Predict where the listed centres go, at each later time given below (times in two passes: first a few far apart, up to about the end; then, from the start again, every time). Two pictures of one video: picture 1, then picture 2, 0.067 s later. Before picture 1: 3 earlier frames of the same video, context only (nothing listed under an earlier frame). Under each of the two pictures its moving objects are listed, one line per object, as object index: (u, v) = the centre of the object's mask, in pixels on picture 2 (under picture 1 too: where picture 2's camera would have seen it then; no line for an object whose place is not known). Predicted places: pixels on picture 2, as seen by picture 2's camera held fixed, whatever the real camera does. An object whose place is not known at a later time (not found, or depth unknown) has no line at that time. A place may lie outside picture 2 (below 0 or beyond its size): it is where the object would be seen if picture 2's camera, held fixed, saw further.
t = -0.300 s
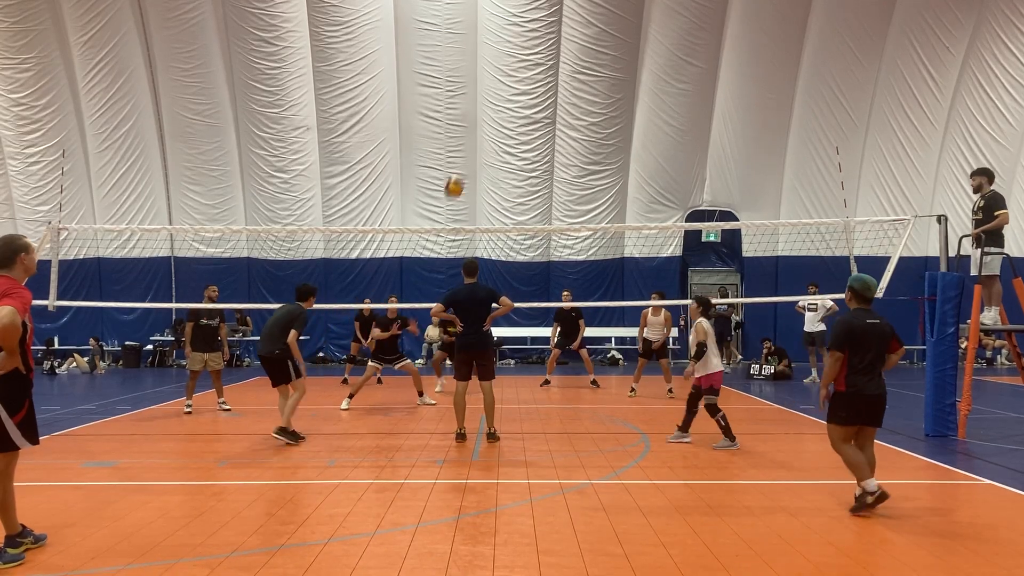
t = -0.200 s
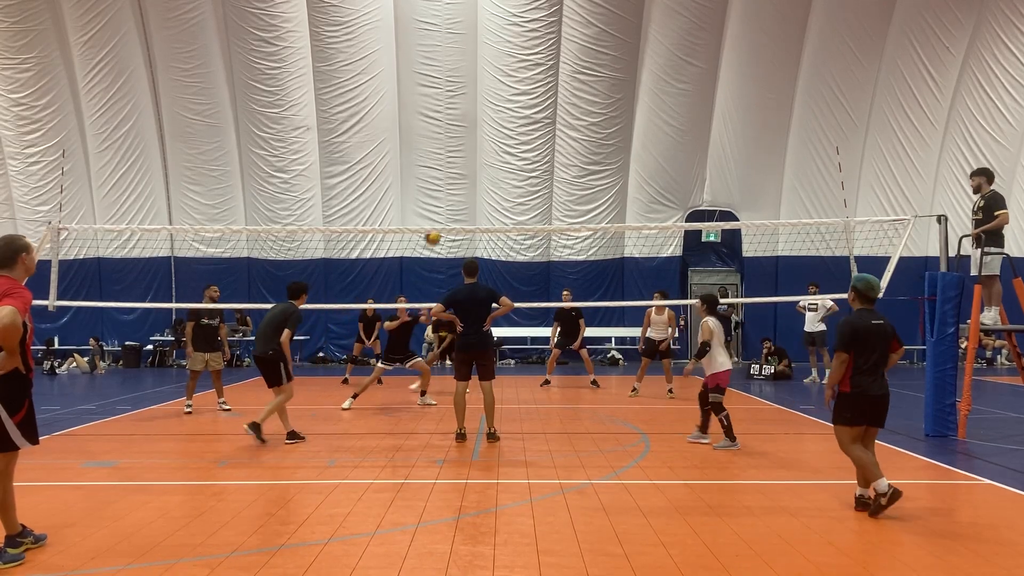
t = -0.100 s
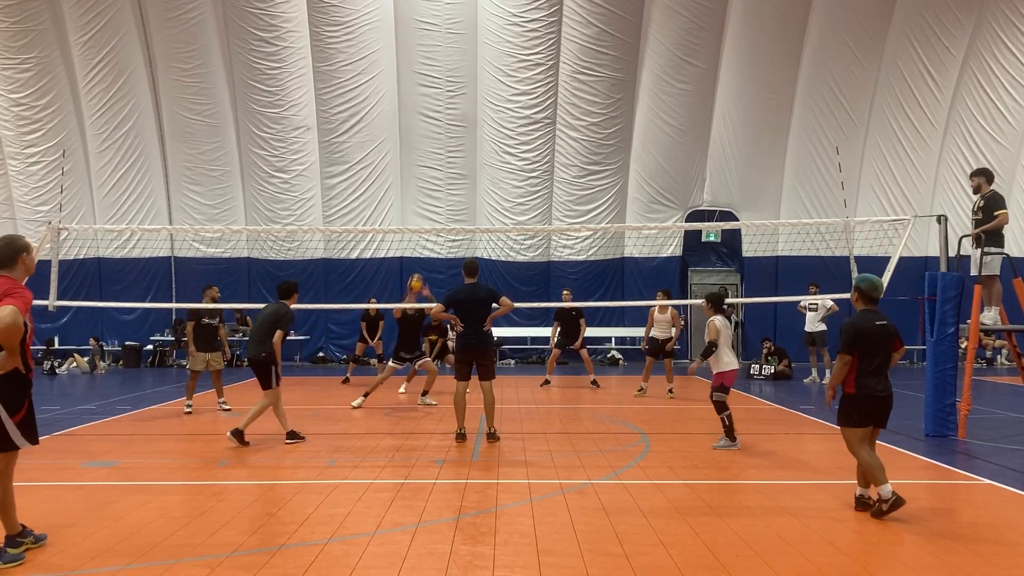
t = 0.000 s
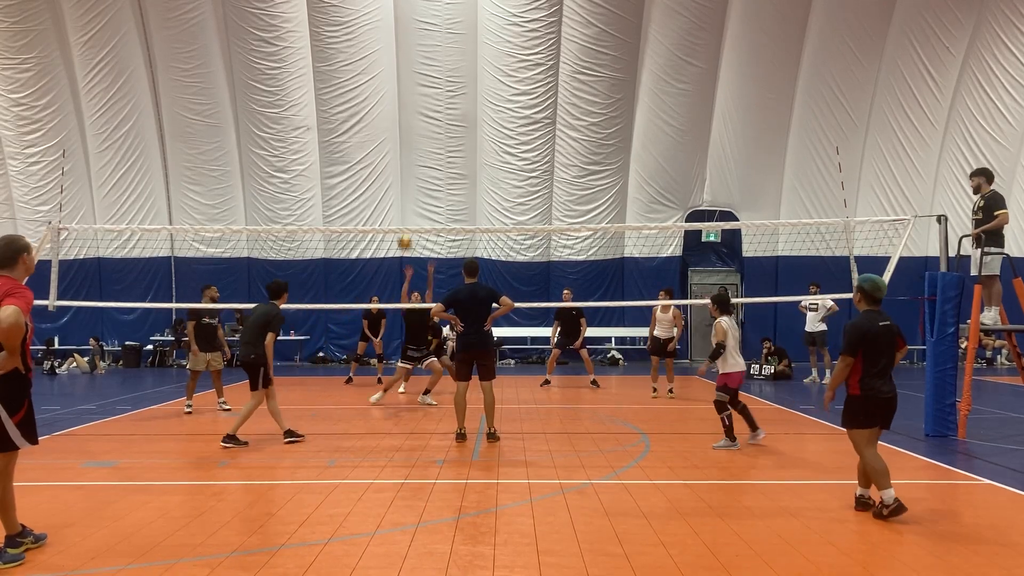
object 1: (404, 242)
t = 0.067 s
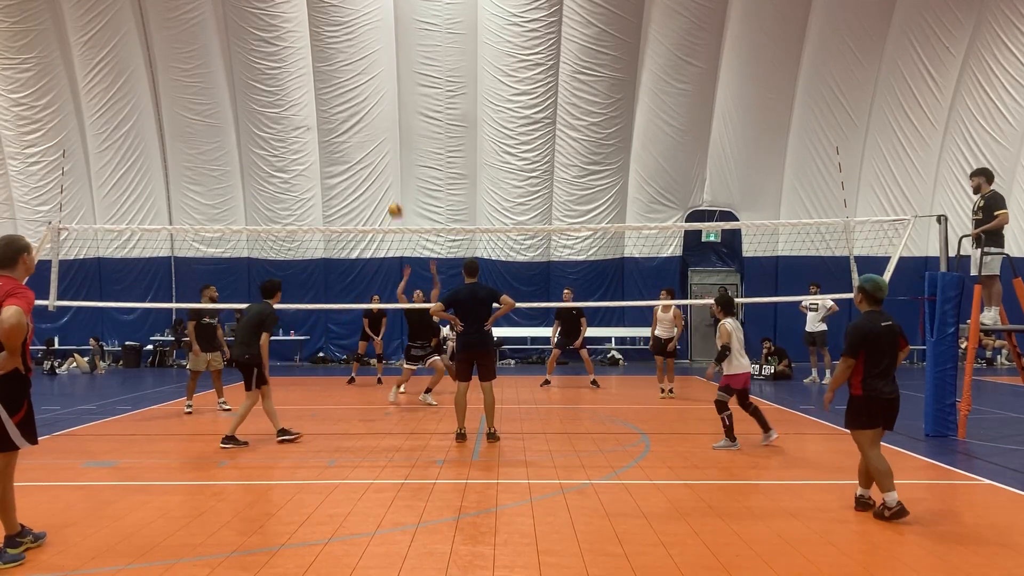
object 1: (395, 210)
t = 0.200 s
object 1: (377, 155)
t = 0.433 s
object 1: (347, 96)
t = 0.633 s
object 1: (323, 75)
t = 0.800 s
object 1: (305, 77)
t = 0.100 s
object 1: (391, 195)
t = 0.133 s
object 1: (386, 180)
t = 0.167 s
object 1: (382, 168)
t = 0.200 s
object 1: (377, 155)
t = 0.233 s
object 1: (372, 144)
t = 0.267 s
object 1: (368, 134)
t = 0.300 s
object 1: (364, 125)
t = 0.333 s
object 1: (360, 116)
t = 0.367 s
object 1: (355, 108)
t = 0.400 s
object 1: (351, 102)
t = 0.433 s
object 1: (347, 96)
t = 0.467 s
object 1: (343, 90)
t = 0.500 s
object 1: (339, 86)
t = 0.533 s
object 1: (335, 82)
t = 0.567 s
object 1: (331, 79)
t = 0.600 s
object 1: (327, 77)
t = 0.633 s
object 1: (323, 75)
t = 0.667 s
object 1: (320, 74)
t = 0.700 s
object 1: (316, 74)
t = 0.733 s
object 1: (313, 74)
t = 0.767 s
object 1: (309, 75)
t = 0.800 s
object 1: (305, 77)
